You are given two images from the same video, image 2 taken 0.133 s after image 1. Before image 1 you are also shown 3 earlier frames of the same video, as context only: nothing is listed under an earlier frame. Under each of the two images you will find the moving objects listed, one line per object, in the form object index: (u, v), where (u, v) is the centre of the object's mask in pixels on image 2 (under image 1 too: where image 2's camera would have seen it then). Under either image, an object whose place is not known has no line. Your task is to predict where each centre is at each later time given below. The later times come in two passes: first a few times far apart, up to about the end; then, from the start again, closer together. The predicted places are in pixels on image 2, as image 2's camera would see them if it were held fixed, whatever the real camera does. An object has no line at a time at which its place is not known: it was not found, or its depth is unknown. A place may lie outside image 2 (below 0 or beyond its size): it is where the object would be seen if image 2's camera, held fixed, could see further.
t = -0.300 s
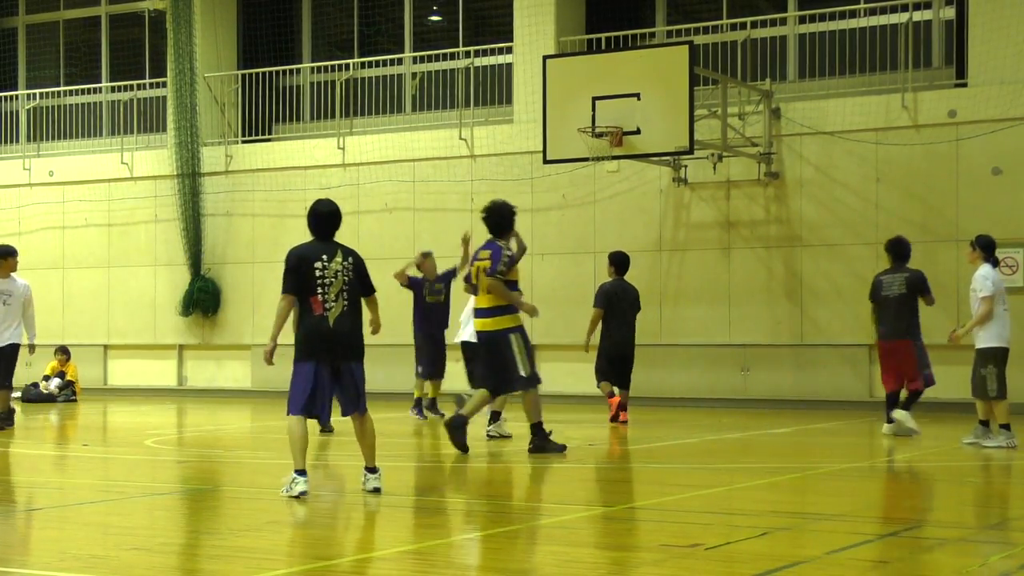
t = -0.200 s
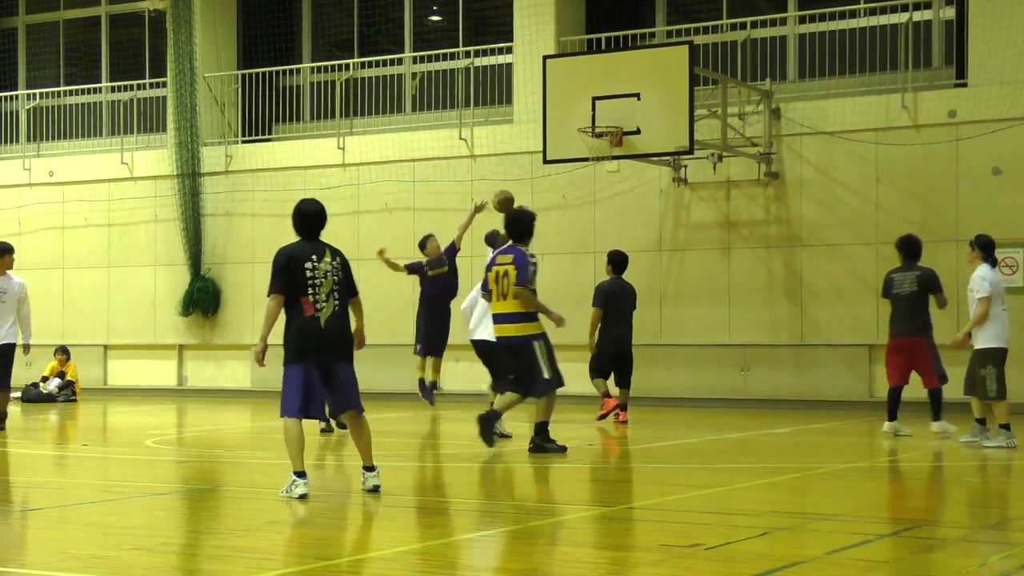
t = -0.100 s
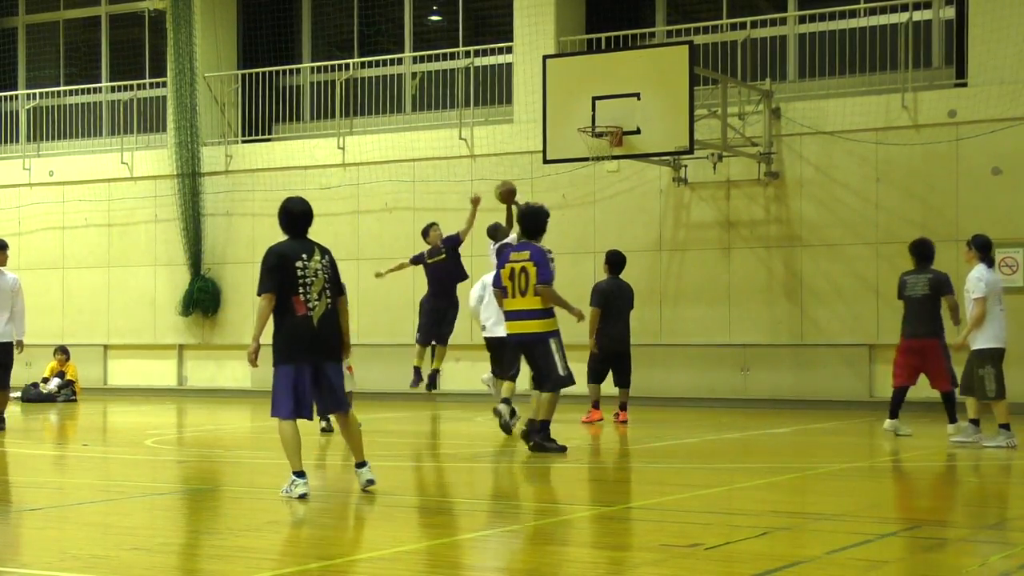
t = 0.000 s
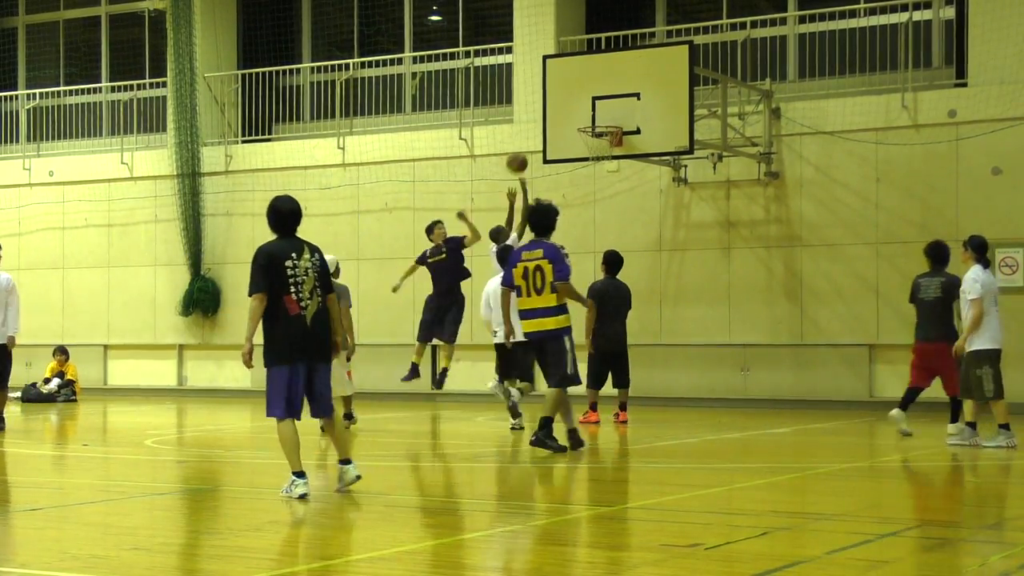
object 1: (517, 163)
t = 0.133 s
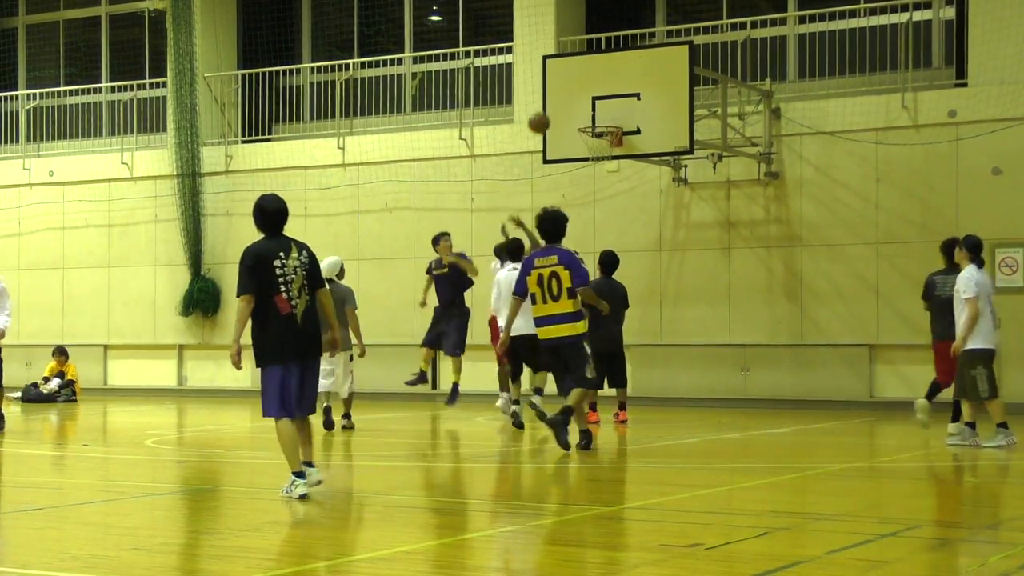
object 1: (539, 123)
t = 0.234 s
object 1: (555, 104)
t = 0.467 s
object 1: (593, 96)
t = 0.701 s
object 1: (599, 130)
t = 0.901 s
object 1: (599, 185)
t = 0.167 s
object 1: (544, 116)
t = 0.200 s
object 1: (550, 109)
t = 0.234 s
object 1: (555, 104)
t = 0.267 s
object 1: (560, 100)
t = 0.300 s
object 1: (566, 97)
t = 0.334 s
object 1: (572, 95)
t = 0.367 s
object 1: (577, 94)
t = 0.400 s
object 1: (583, 94)
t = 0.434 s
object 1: (587, 95)
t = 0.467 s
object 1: (593, 96)
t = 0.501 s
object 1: (598, 100)
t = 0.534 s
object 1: (598, 102)
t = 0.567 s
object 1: (598, 106)
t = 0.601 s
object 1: (599, 111)
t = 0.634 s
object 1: (599, 116)
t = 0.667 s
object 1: (599, 122)
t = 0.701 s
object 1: (599, 130)
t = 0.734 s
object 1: (599, 140)
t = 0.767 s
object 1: (599, 149)
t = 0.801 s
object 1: (599, 156)
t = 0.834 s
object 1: (599, 164)
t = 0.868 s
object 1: (599, 174)
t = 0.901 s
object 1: (599, 185)
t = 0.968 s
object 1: (599, 209)
